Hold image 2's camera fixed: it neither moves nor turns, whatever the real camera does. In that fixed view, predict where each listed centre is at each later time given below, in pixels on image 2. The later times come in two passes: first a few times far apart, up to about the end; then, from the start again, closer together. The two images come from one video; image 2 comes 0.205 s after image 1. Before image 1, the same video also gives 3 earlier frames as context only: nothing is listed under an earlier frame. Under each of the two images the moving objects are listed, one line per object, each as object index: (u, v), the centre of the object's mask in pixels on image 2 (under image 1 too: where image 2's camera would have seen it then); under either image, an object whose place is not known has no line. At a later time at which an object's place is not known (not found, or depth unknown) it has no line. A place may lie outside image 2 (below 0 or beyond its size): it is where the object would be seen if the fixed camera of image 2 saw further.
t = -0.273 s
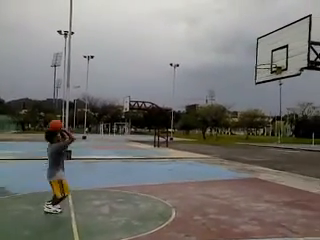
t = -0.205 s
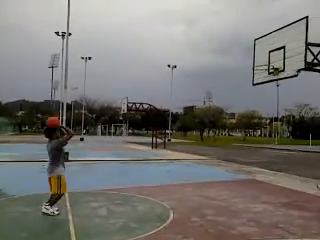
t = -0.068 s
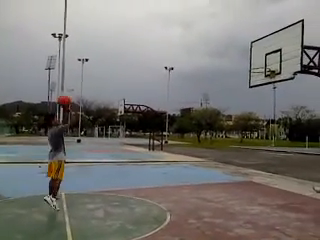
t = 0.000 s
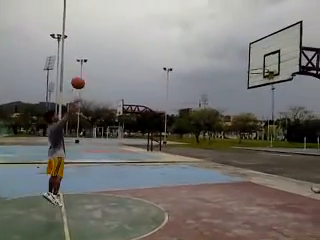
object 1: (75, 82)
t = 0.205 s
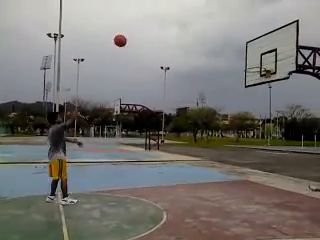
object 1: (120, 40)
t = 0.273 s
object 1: (133, 31)
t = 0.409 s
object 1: (159, 21)
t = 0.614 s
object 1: (195, 22)
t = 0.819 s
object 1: (229, 42)
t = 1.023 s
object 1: (259, 78)
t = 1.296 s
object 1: (295, 150)
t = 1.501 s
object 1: (315, 171)
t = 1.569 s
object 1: (321, 156)
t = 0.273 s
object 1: (133, 31)
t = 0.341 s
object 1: (146, 25)
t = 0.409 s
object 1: (159, 21)
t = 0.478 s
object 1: (172, 19)
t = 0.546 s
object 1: (184, 20)
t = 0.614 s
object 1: (195, 22)
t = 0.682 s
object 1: (207, 27)
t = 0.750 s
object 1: (218, 33)
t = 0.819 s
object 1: (229, 42)
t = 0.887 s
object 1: (239, 52)
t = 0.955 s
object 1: (249, 64)
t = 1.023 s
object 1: (259, 78)
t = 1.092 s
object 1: (268, 94)
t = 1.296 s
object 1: (295, 150)
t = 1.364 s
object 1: (304, 172)
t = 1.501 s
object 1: (315, 171)
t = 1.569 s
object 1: (321, 156)
